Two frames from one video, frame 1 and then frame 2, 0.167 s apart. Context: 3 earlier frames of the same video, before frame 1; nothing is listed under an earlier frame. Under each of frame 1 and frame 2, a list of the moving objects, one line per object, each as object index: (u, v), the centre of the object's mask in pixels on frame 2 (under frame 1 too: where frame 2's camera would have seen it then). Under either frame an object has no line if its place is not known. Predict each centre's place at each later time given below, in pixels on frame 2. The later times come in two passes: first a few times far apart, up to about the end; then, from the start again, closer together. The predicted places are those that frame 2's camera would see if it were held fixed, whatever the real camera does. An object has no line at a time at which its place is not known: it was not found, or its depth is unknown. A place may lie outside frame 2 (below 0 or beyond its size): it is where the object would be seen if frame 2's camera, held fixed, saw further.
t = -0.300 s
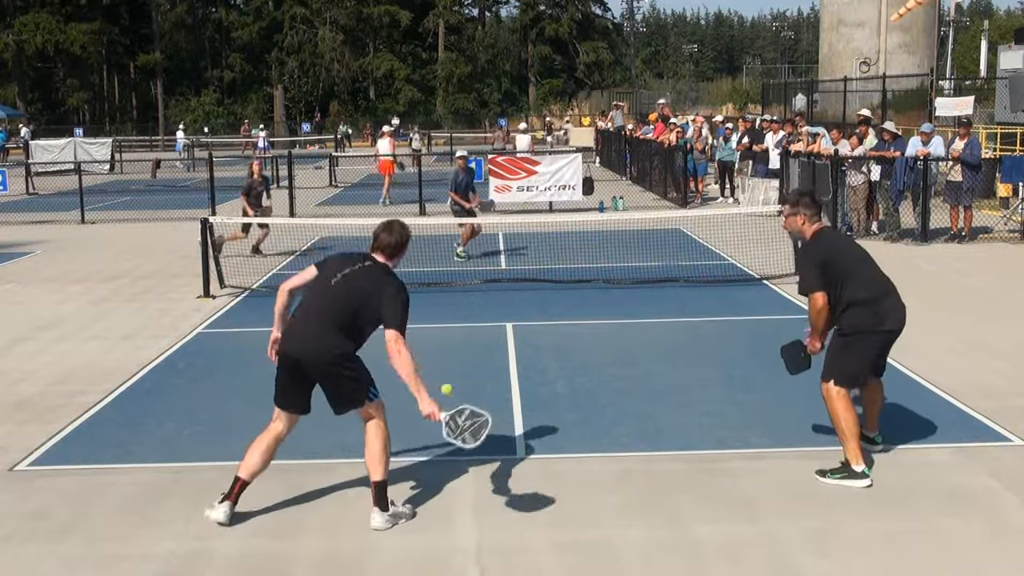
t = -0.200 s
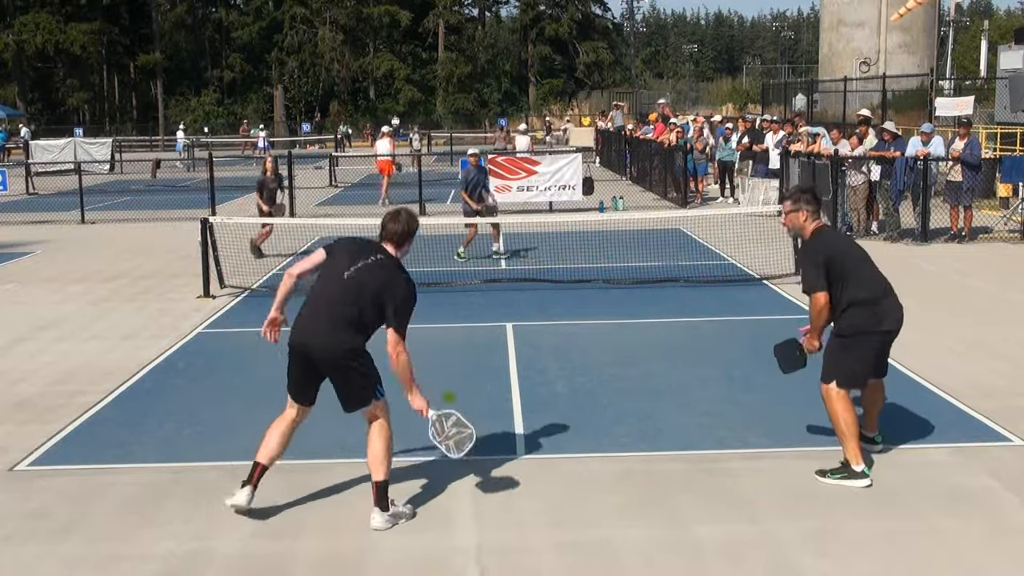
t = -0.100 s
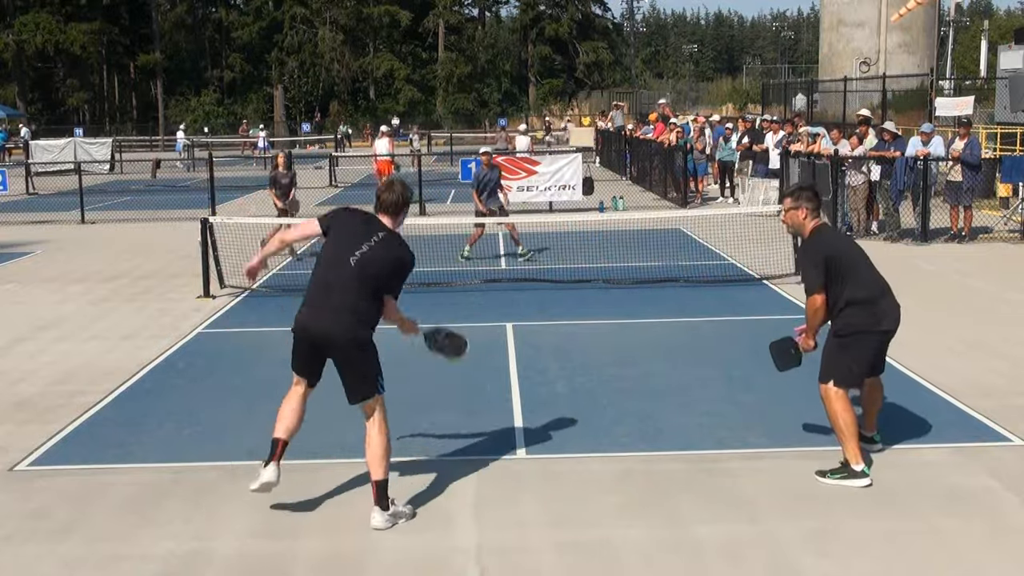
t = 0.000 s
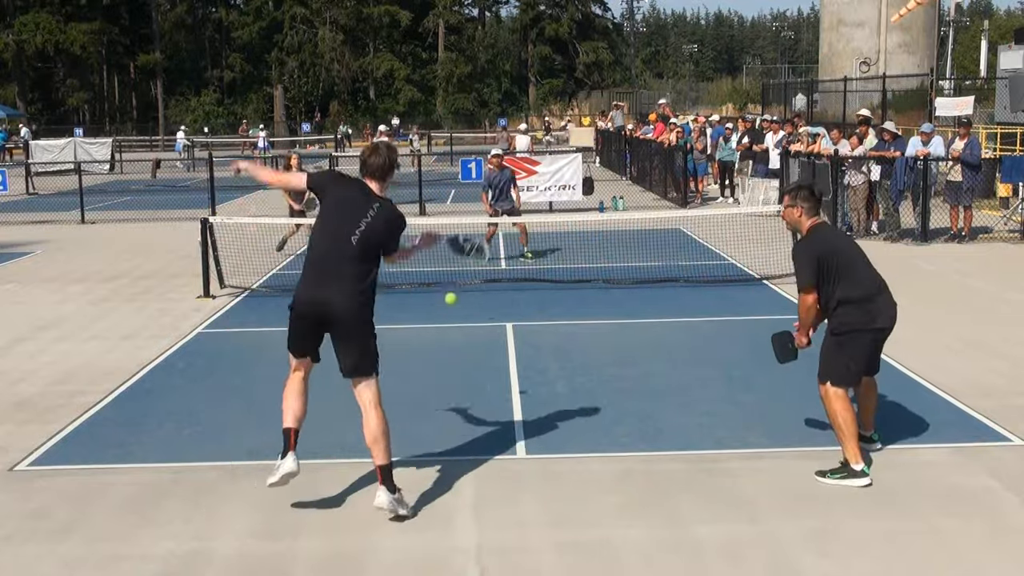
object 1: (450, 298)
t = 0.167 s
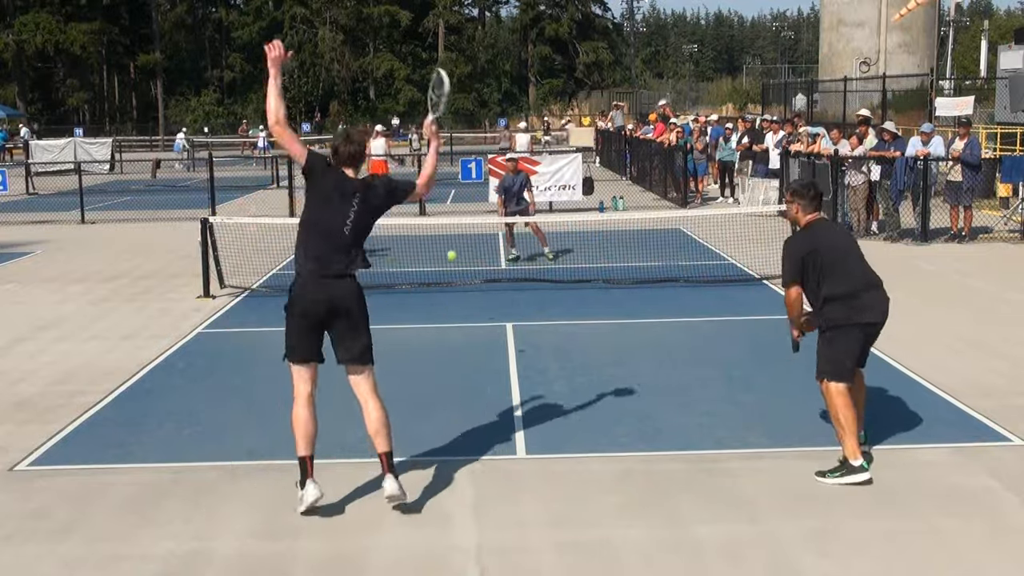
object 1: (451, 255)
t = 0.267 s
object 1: (452, 252)
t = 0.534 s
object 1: (457, 290)
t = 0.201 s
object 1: (451, 254)
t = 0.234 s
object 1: (452, 252)
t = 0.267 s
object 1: (452, 252)
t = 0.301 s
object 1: (453, 253)
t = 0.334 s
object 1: (453, 255)
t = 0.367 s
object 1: (454, 259)
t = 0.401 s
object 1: (454, 264)
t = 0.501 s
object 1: (457, 283)
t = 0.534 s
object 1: (457, 290)
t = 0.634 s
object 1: (458, 291)
